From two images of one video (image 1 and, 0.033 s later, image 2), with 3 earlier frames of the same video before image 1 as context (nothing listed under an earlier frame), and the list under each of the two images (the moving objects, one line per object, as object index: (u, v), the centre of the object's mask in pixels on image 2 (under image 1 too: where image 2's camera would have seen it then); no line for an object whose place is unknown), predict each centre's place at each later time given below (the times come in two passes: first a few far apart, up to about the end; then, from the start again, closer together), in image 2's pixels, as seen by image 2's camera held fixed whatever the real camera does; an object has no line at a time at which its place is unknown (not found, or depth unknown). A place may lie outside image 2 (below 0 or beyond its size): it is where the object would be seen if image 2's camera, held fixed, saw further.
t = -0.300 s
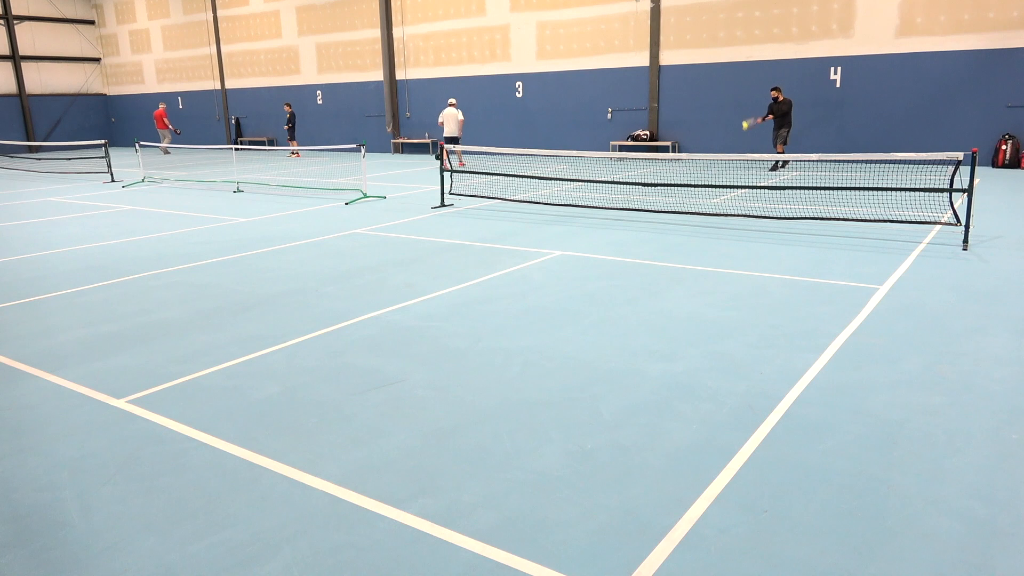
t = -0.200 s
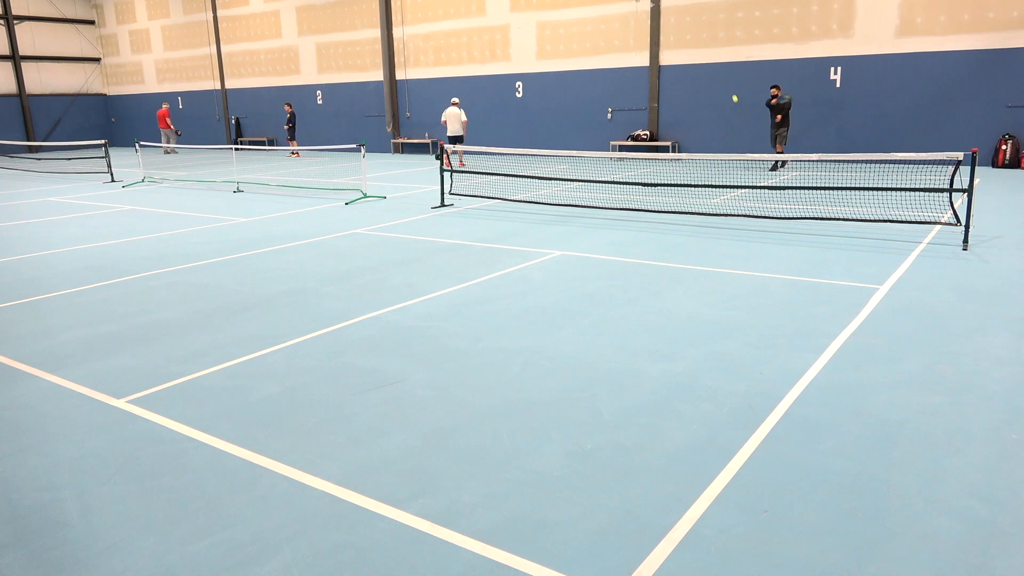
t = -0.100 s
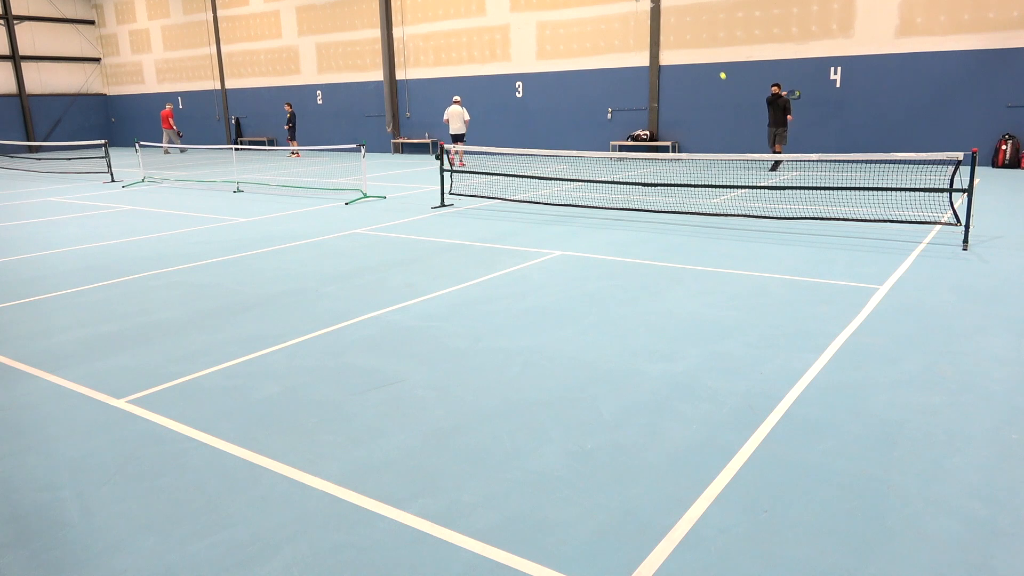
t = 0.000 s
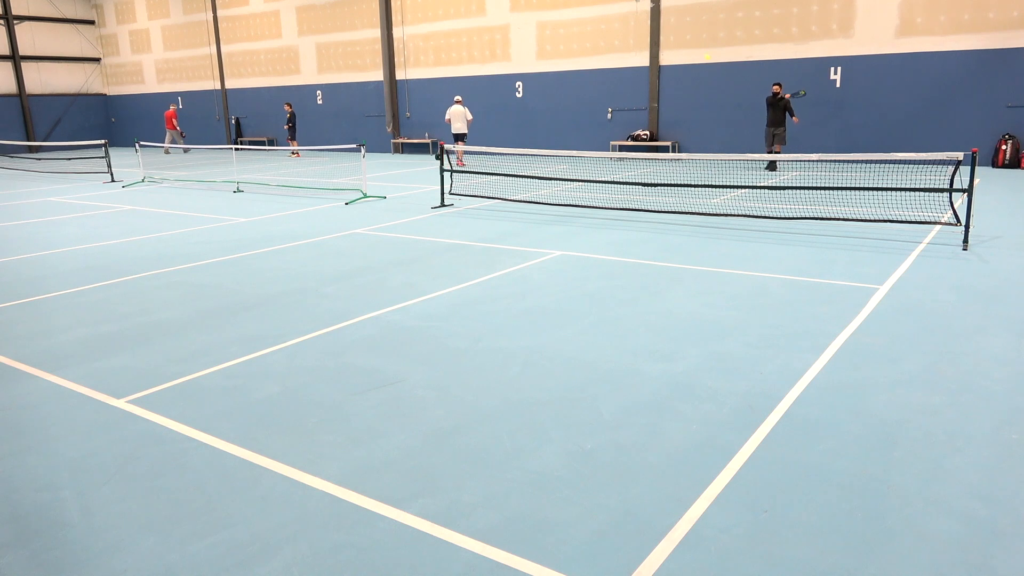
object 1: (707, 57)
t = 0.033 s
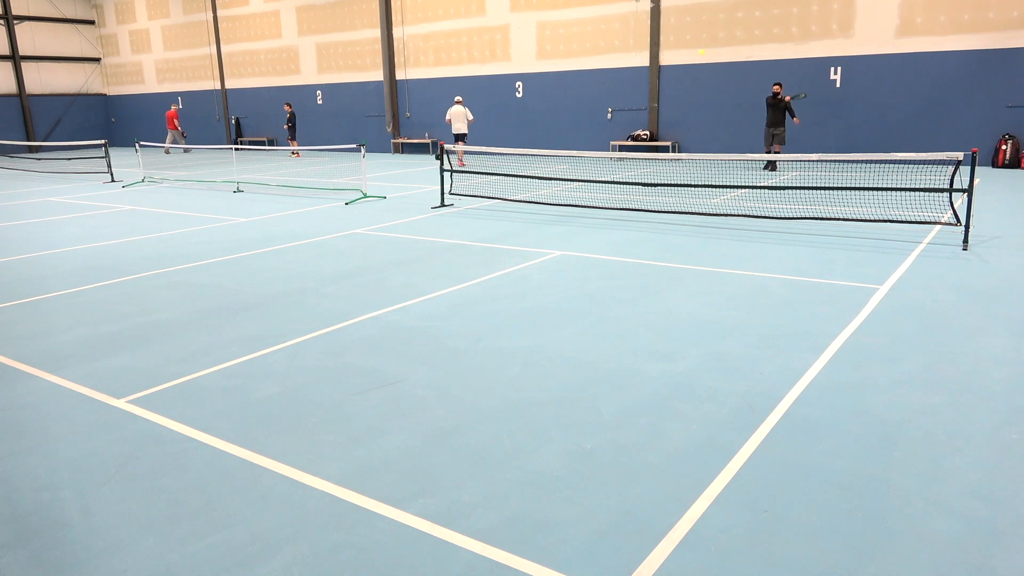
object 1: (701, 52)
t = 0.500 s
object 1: (555, 93)
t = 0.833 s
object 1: (330, 360)
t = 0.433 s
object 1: (584, 71)
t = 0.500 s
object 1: (555, 93)
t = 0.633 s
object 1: (481, 171)
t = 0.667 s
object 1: (459, 199)
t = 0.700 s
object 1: (436, 230)
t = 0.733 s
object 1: (411, 265)
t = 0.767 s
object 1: (385, 303)
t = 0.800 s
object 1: (356, 349)
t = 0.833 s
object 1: (330, 360)
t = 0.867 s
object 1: (305, 347)
